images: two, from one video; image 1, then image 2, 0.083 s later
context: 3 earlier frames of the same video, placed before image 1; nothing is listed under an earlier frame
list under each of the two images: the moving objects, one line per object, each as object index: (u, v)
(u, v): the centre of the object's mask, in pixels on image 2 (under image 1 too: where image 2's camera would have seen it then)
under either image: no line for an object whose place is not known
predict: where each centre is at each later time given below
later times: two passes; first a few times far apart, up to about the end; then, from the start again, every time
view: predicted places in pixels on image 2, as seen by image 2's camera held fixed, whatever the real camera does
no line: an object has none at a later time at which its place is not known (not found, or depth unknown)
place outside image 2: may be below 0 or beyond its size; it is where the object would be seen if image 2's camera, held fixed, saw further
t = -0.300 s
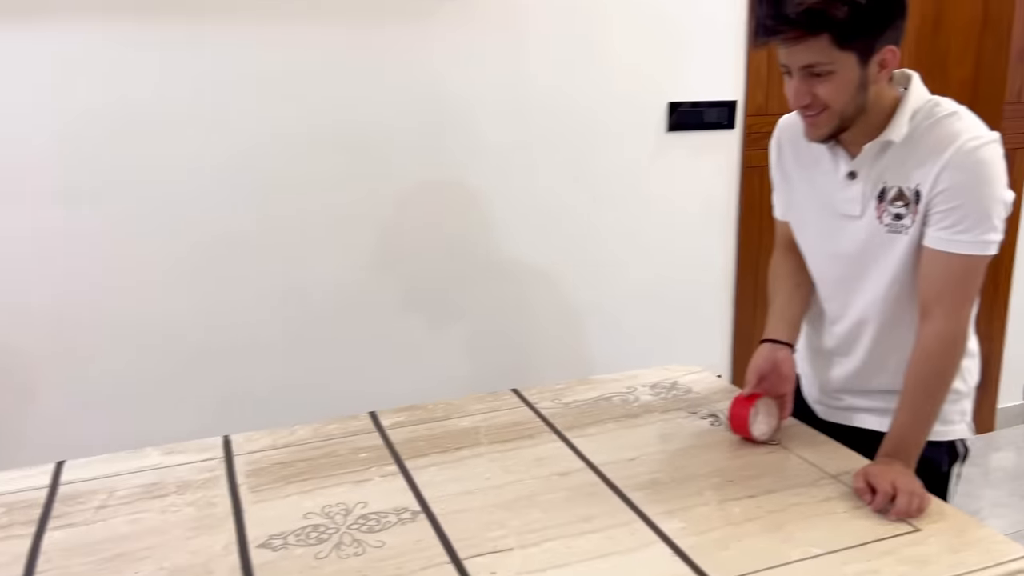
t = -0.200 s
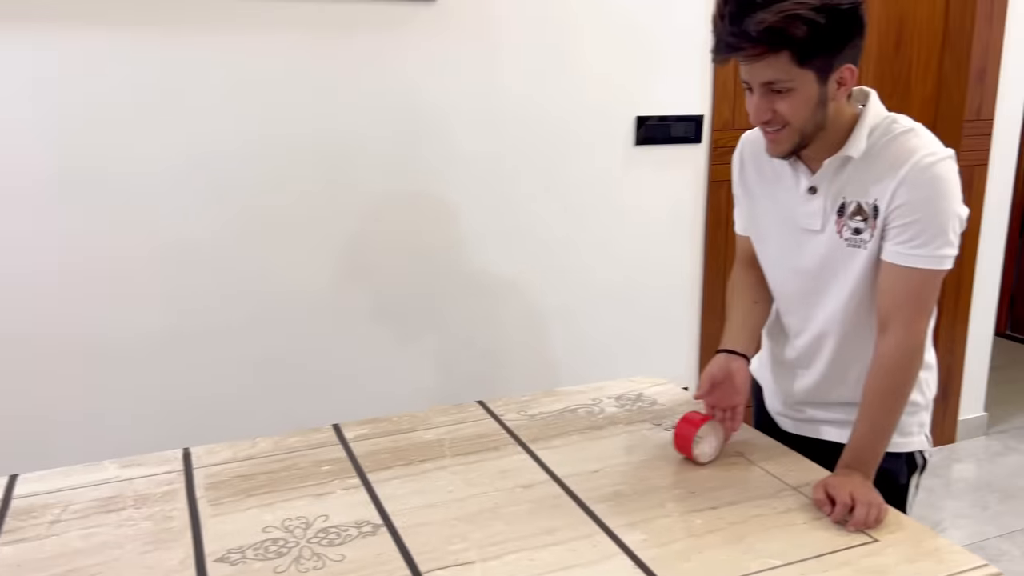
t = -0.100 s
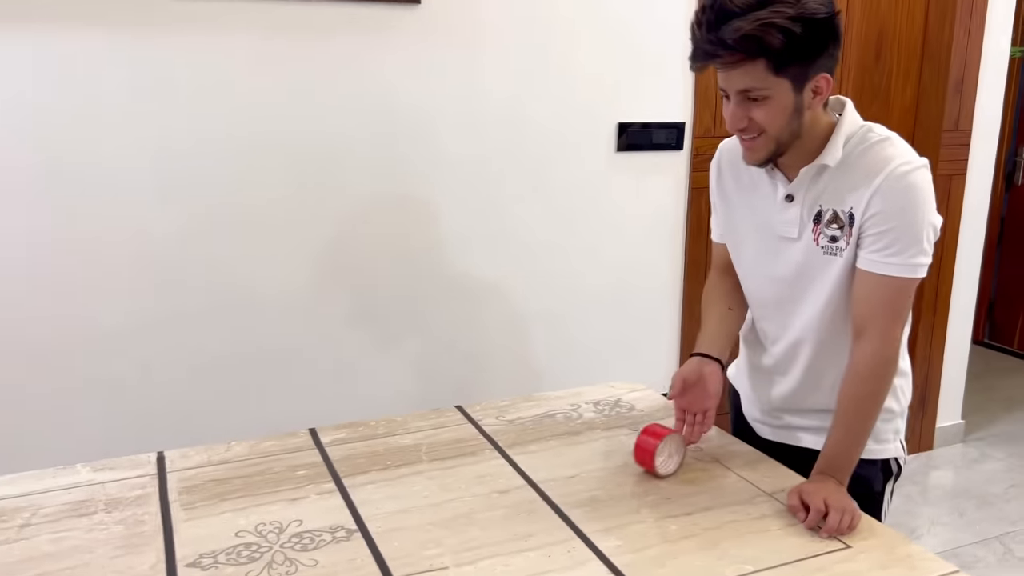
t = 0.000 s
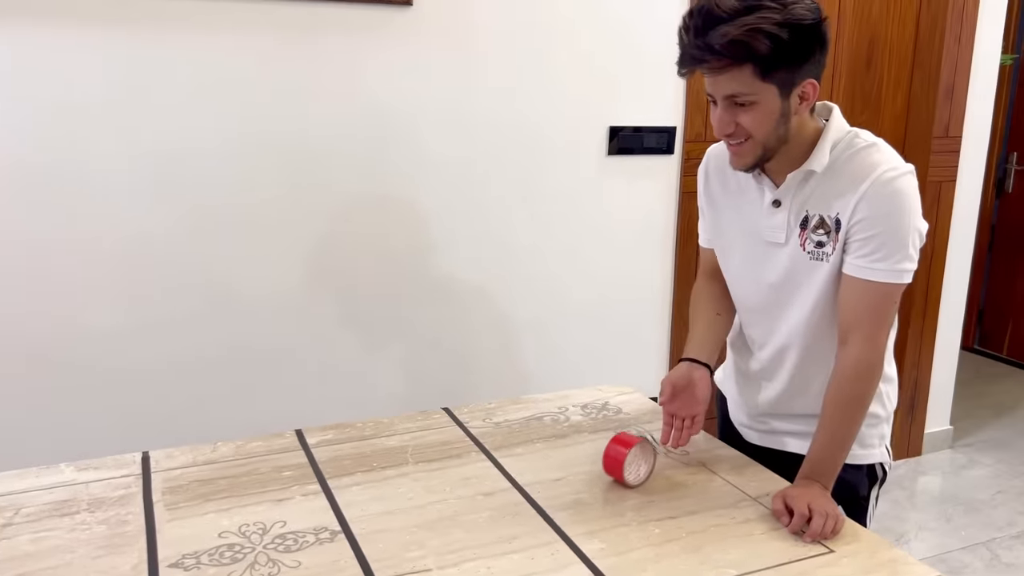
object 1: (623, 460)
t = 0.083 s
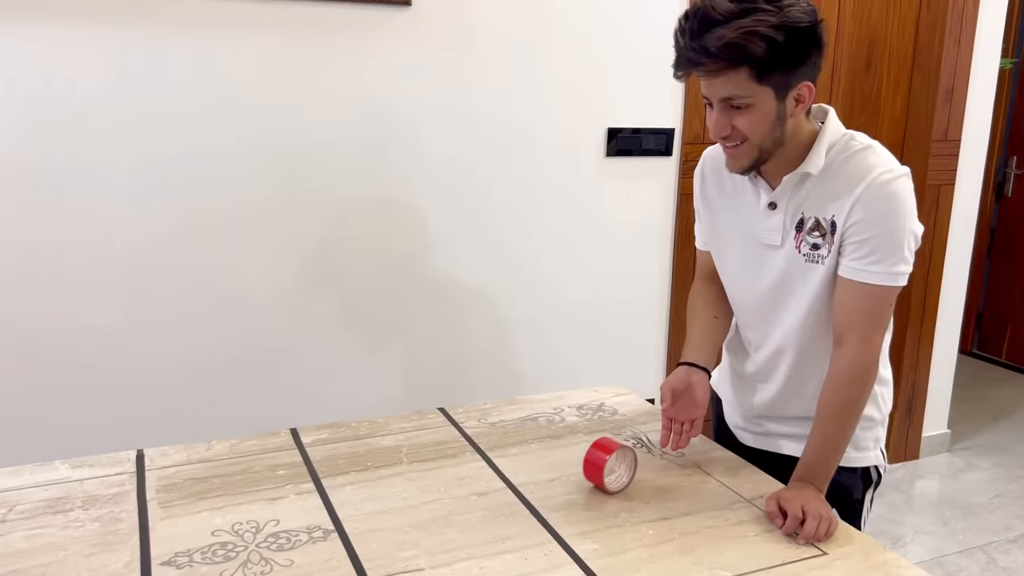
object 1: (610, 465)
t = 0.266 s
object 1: (579, 476)
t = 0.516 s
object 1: (538, 490)
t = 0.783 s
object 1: (491, 506)
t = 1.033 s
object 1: (447, 521)
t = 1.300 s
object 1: (400, 537)
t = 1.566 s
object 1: (350, 554)
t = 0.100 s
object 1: (607, 466)
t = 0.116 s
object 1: (604, 467)
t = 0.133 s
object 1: (601, 468)
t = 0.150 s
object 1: (599, 469)
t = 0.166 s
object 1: (596, 470)
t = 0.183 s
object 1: (593, 471)
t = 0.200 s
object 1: (590, 471)
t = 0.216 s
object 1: (588, 473)
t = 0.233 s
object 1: (585, 474)
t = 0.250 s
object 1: (582, 475)
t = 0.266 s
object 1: (579, 476)
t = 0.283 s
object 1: (577, 476)
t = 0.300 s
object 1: (574, 477)
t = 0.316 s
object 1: (571, 478)
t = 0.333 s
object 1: (568, 479)
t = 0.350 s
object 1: (566, 480)
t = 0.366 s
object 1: (563, 481)
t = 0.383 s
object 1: (560, 482)
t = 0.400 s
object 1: (557, 483)
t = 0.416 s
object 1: (554, 484)
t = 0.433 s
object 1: (552, 485)
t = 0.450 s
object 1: (549, 486)
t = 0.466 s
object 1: (546, 487)
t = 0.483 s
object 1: (543, 488)
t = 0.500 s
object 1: (541, 489)
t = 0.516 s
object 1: (538, 490)
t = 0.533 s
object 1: (535, 491)
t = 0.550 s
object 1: (532, 492)
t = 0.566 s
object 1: (529, 493)
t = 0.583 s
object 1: (526, 494)
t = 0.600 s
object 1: (523, 495)
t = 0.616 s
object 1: (520, 496)
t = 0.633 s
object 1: (517, 497)
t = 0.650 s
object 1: (514, 498)
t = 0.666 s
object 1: (512, 499)
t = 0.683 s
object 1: (509, 500)
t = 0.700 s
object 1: (506, 501)
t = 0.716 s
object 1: (503, 502)
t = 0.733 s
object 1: (500, 502)
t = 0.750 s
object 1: (497, 503)
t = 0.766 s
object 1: (494, 504)
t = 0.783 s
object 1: (491, 506)
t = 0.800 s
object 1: (488, 506)
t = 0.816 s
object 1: (485, 508)
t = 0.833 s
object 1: (482, 509)
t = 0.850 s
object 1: (479, 510)
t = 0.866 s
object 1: (476, 511)
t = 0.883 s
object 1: (473, 512)
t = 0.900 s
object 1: (471, 512)
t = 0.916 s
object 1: (468, 513)
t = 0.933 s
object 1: (464, 514)
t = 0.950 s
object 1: (462, 515)
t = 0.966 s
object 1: (459, 516)
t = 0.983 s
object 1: (456, 518)
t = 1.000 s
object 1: (453, 519)
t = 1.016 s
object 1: (450, 520)
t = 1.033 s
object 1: (447, 521)
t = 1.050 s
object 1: (444, 522)
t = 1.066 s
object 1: (441, 523)
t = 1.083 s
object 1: (438, 524)
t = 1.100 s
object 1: (436, 524)
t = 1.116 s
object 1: (433, 525)
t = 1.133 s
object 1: (430, 527)
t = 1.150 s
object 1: (427, 528)
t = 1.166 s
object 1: (424, 529)
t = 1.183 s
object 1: (421, 529)
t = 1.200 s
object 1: (418, 531)
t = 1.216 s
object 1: (415, 532)
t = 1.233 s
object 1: (412, 533)
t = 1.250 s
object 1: (409, 534)
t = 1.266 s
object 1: (406, 535)
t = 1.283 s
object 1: (403, 536)
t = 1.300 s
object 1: (400, 537)
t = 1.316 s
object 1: (396, 538)
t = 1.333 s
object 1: (393, 539)
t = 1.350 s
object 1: (390, 540)
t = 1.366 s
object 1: (387, 541)
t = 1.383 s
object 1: (384, 542)
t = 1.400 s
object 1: (381, 543)
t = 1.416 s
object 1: (378, 544)
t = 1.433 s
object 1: (375, 545)
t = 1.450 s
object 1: (372, 546)
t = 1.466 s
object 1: (369, 547)
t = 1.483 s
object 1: (366, 548)
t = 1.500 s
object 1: (363, 549)
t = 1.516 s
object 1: (359, 550)
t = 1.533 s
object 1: (356, 551)
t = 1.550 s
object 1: (353, 553)
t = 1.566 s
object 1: (350, 554)
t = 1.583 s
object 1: (347, 555)
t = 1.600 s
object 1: (344, 556)
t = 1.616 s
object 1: (341, 556)
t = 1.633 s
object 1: (338, 558)
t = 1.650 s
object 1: (335, 559)
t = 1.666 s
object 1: (332, 560)
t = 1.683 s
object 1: (328, 561)
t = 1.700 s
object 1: (325, 562)
